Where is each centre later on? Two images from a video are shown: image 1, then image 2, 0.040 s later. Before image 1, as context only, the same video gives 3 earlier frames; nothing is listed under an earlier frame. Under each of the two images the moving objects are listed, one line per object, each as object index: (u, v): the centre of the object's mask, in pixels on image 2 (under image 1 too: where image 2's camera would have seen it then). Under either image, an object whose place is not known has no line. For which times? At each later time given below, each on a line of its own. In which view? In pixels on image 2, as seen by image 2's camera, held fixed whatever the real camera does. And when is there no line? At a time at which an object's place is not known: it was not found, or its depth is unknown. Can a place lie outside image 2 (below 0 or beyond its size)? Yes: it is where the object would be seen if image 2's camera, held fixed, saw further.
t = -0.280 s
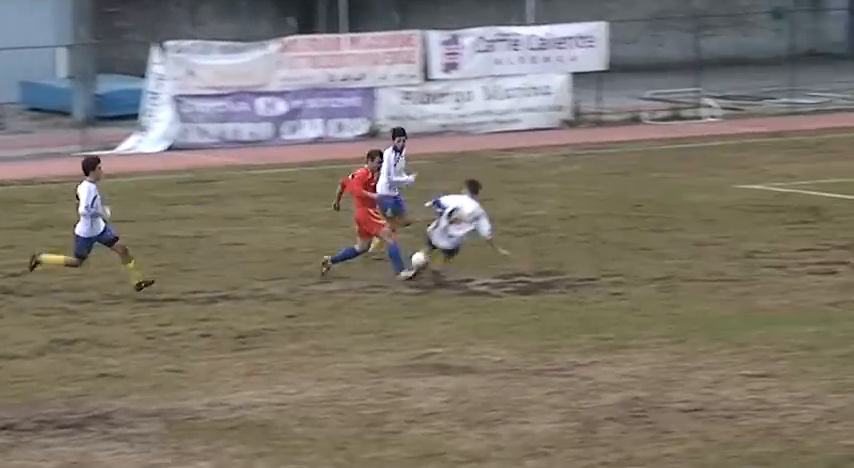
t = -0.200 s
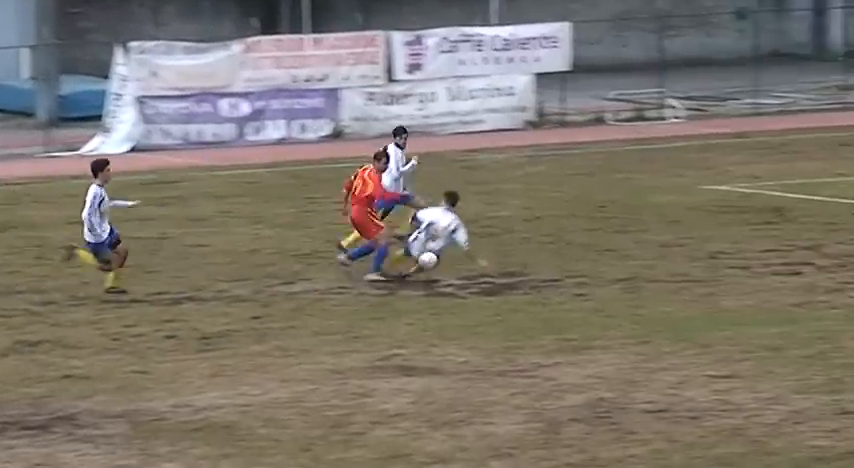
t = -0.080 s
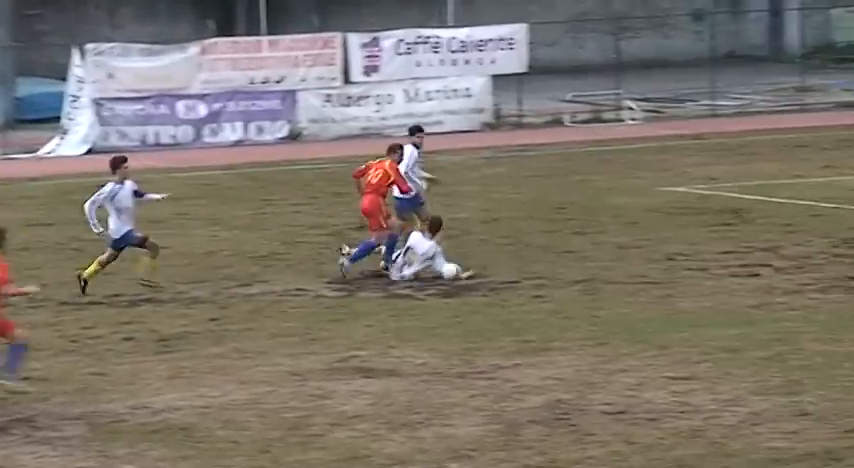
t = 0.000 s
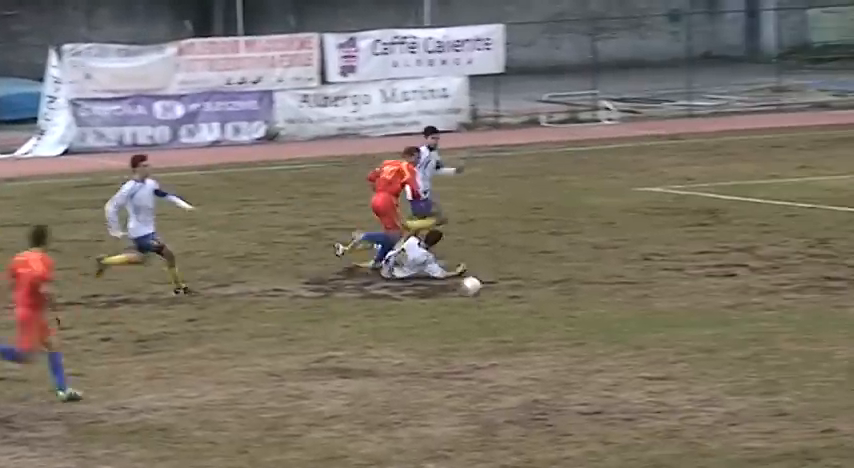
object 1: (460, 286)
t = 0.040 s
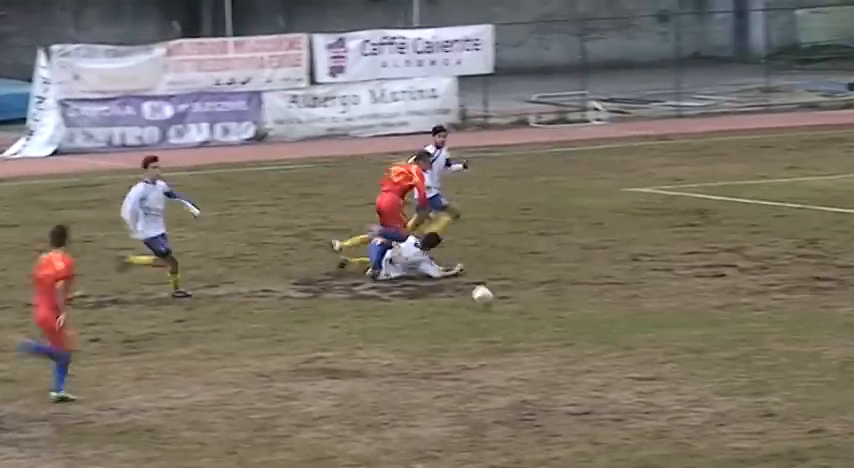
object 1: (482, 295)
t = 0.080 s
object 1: (501, 301)
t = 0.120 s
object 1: (520, 296)
